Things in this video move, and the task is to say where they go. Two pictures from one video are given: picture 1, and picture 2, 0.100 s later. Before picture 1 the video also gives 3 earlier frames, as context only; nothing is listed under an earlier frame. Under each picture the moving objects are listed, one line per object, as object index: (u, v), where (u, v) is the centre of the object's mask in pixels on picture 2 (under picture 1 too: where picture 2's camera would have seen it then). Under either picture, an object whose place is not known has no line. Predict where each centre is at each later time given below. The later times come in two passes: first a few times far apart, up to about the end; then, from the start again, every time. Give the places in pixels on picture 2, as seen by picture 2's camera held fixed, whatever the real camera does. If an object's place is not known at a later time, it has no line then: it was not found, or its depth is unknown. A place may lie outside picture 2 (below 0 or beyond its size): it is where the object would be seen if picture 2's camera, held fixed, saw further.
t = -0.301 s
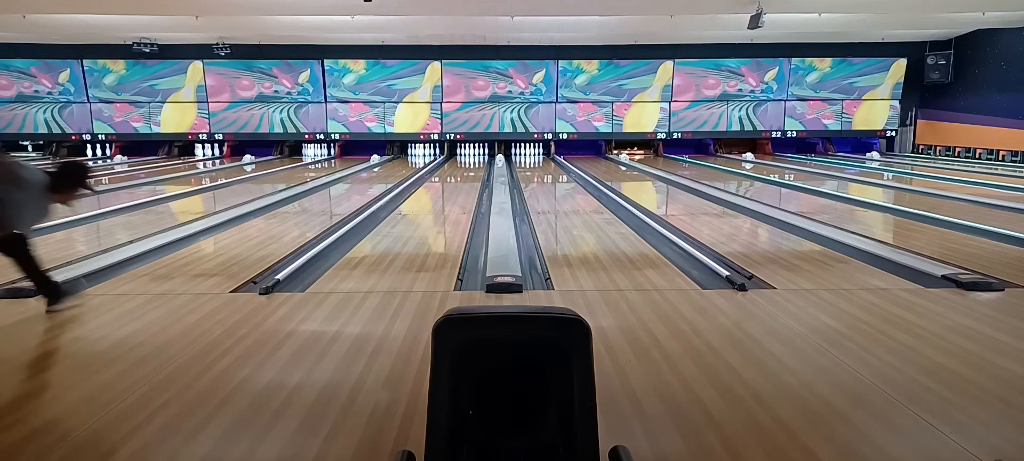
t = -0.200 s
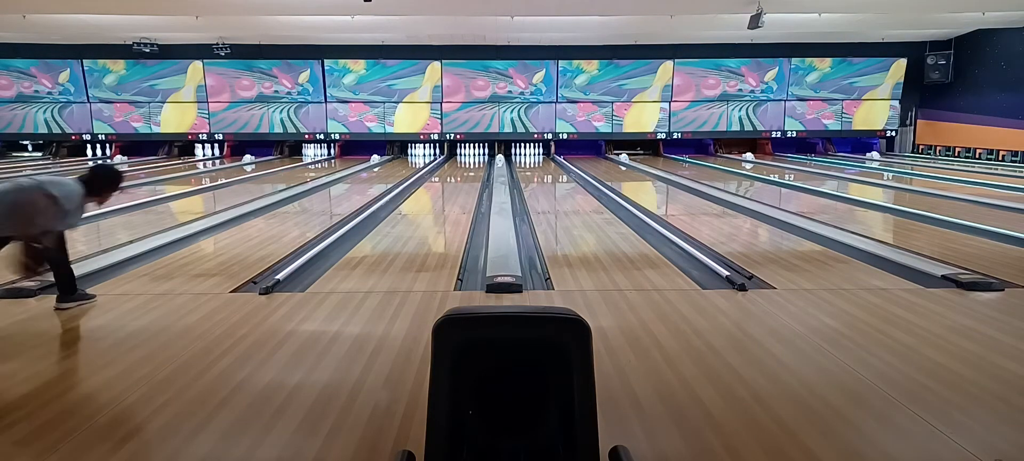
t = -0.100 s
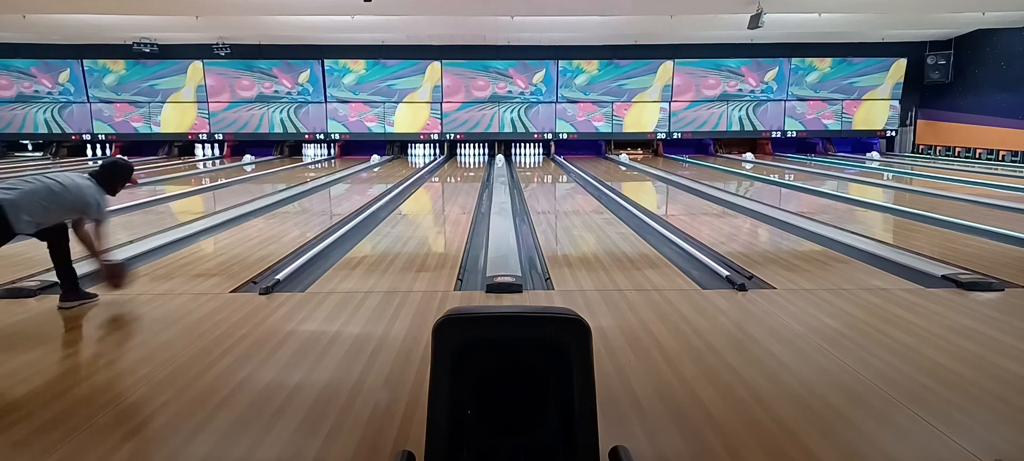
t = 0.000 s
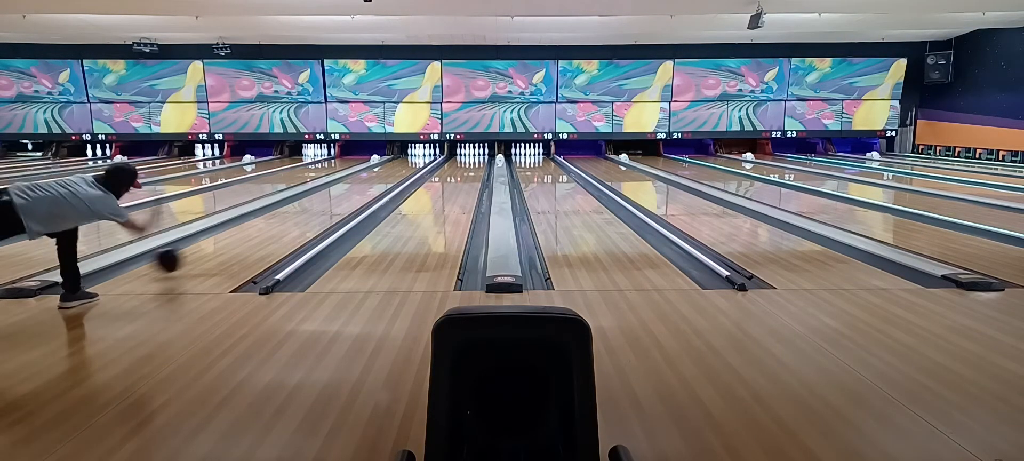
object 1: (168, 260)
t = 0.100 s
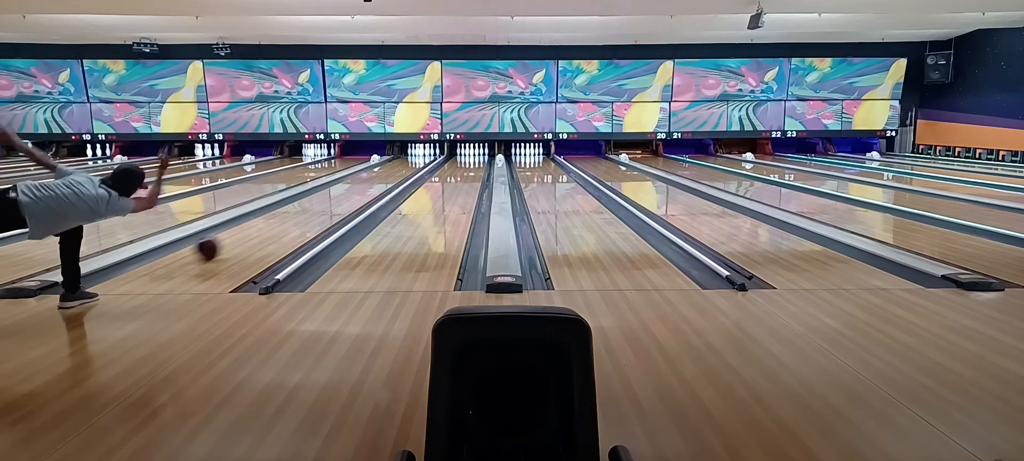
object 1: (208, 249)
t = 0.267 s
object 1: (256, 228)
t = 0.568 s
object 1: (314, 204)
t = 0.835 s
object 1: (347, 190)
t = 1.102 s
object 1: (370, 180)
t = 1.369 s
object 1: (387, 172)
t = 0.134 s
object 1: (219, 245)
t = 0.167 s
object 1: (229, 240)
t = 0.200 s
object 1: (239, 236)
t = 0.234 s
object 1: (248, 232)
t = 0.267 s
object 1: (256, 228)
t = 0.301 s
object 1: (265, 225)
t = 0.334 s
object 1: (272, 222)
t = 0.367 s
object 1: (279, 218)
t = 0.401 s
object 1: (285, 216)
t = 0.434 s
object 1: (292, 213)
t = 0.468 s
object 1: (298, 210)
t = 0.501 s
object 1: (303, 208)
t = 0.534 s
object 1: (308, 206)
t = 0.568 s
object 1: (314, 204)
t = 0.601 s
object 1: (318, 202)
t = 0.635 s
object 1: (323, 200)
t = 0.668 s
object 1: (328, 198)
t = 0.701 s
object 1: (331, 196)
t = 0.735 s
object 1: (335, 195)
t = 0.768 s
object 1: (339, 193)
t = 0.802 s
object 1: (343, 191)
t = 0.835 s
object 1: (347, 190)
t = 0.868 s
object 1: (350, 188)
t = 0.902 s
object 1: (353, 187)
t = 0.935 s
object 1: (356, 186)
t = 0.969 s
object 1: (359, 185)
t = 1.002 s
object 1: (362, 183)
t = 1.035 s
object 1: (364, 182)
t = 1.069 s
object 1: (367, 181)
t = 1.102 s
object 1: (370, 180)
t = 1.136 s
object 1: (372, 179)
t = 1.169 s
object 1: (374, 178)
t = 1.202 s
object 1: (377, 177)
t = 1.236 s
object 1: (379, 176)
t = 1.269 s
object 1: (381, 175)
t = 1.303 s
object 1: (383, 174)
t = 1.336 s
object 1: (385, 173)
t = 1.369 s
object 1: (387, 172)
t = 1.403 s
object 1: (389, 171)
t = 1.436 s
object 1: (391, 171)
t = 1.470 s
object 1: (392, 170)
